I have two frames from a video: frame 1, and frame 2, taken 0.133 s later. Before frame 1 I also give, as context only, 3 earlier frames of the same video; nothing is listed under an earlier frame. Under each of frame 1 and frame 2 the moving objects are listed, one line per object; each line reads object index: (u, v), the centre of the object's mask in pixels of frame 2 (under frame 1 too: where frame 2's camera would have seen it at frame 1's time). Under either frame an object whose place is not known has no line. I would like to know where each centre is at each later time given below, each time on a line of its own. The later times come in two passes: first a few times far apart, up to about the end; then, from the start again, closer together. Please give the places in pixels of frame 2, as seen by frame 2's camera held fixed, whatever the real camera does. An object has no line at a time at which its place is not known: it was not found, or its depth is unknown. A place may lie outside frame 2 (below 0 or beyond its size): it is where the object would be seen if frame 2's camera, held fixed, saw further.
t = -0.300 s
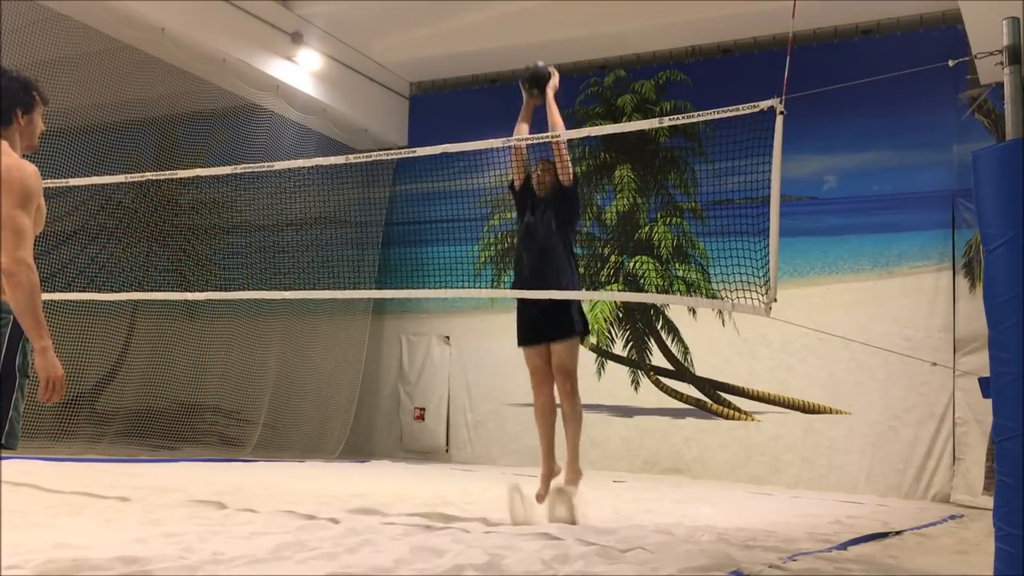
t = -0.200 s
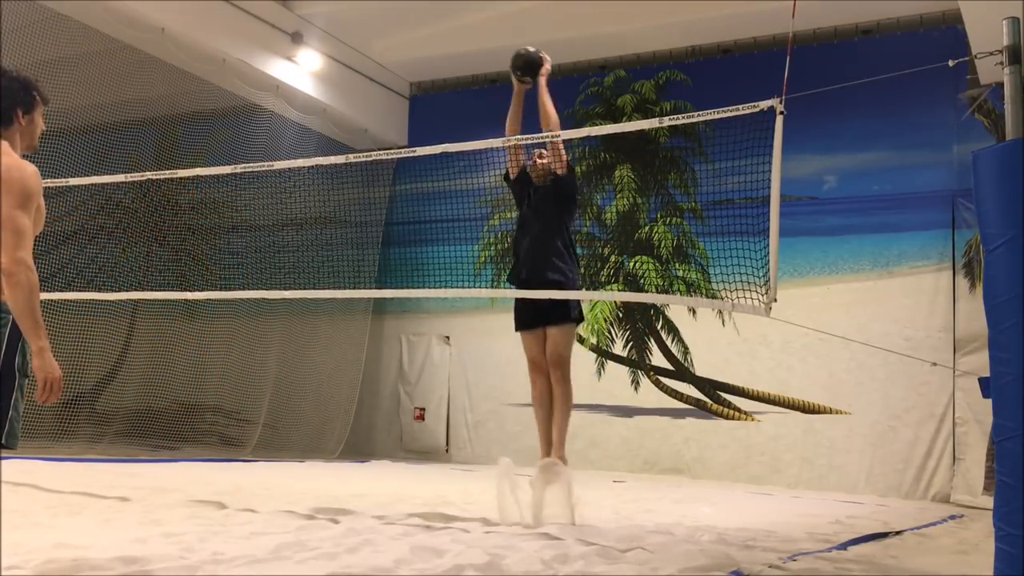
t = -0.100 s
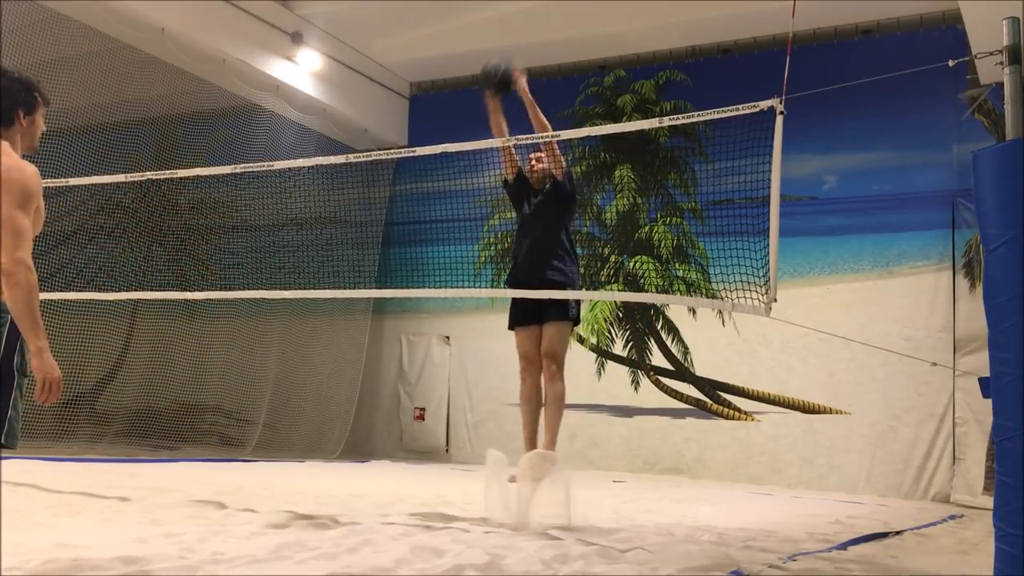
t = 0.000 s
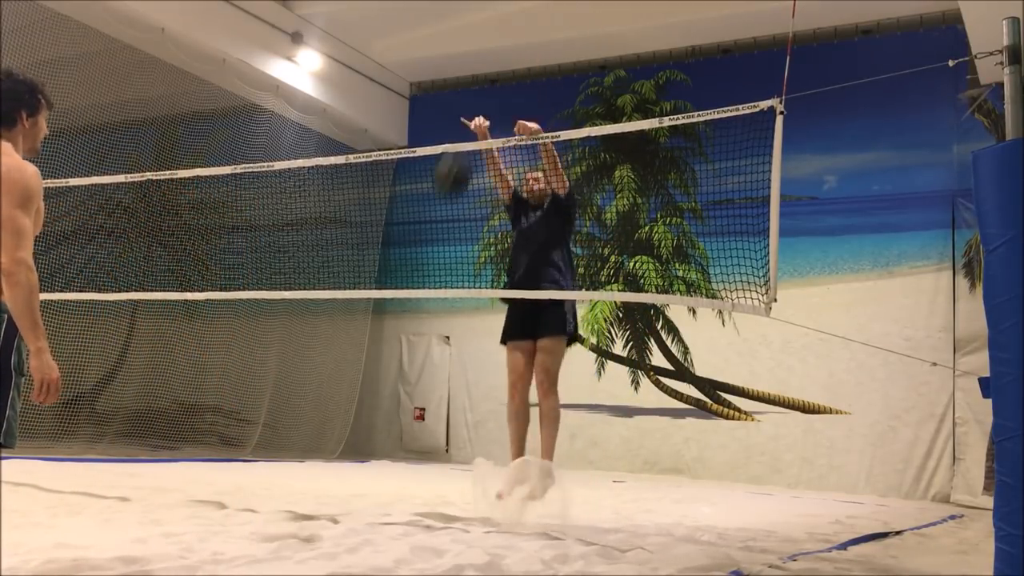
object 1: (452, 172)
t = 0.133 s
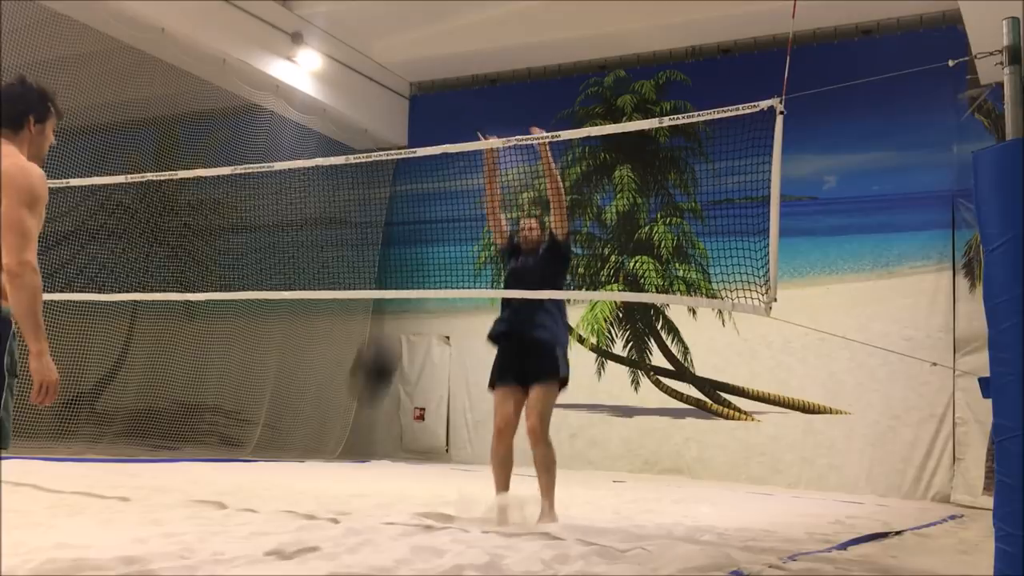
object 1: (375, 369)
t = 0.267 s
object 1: (297, 520)
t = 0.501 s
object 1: (227, 415)
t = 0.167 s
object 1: (351, 431)
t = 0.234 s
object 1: (306, 541)
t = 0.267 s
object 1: (297, 520)
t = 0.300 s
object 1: (288, 498)
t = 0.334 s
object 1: (278, 478)
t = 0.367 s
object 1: (269, 460)
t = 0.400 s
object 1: (260, 445)
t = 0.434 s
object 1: (250, 433)
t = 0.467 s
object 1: (239, 423)
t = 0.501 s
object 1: (227, 415)
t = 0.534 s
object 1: (216, 409)
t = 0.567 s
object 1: (204, 407)
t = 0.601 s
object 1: (192, 406)
